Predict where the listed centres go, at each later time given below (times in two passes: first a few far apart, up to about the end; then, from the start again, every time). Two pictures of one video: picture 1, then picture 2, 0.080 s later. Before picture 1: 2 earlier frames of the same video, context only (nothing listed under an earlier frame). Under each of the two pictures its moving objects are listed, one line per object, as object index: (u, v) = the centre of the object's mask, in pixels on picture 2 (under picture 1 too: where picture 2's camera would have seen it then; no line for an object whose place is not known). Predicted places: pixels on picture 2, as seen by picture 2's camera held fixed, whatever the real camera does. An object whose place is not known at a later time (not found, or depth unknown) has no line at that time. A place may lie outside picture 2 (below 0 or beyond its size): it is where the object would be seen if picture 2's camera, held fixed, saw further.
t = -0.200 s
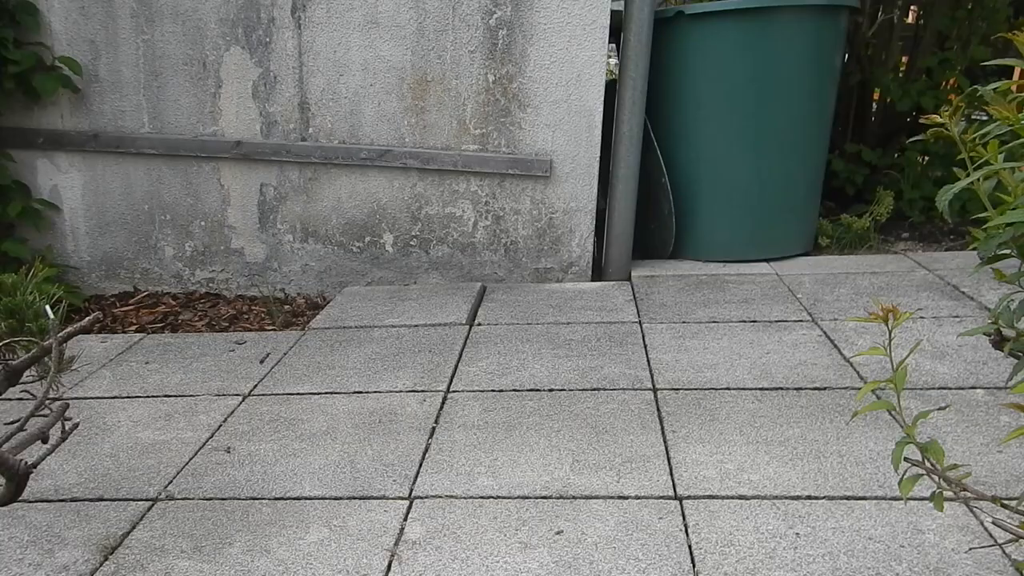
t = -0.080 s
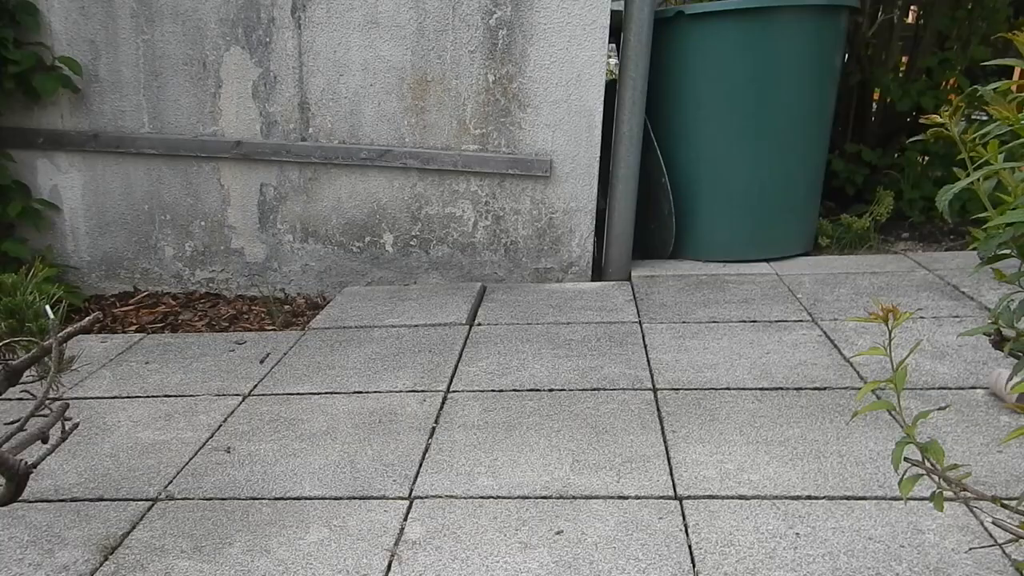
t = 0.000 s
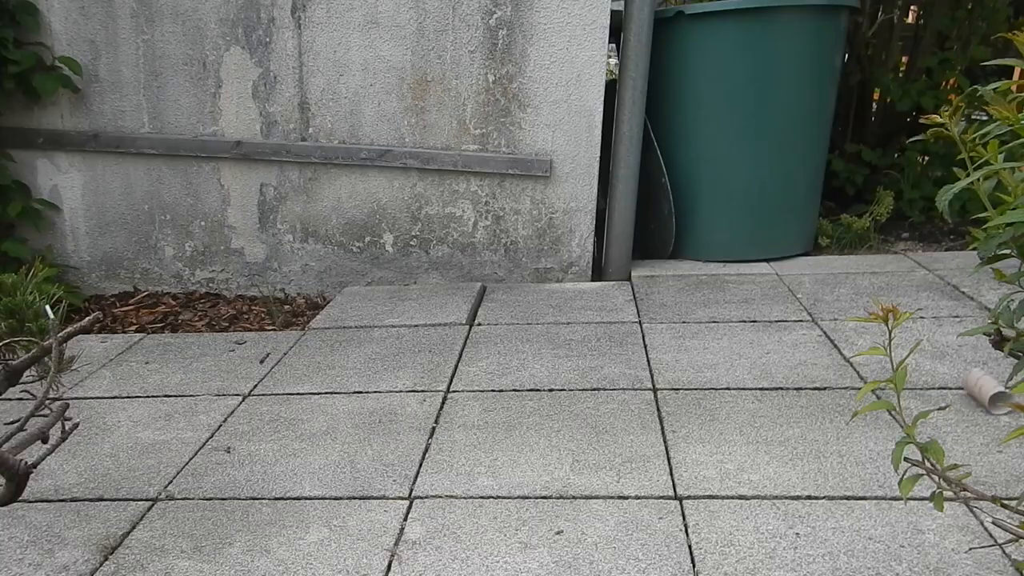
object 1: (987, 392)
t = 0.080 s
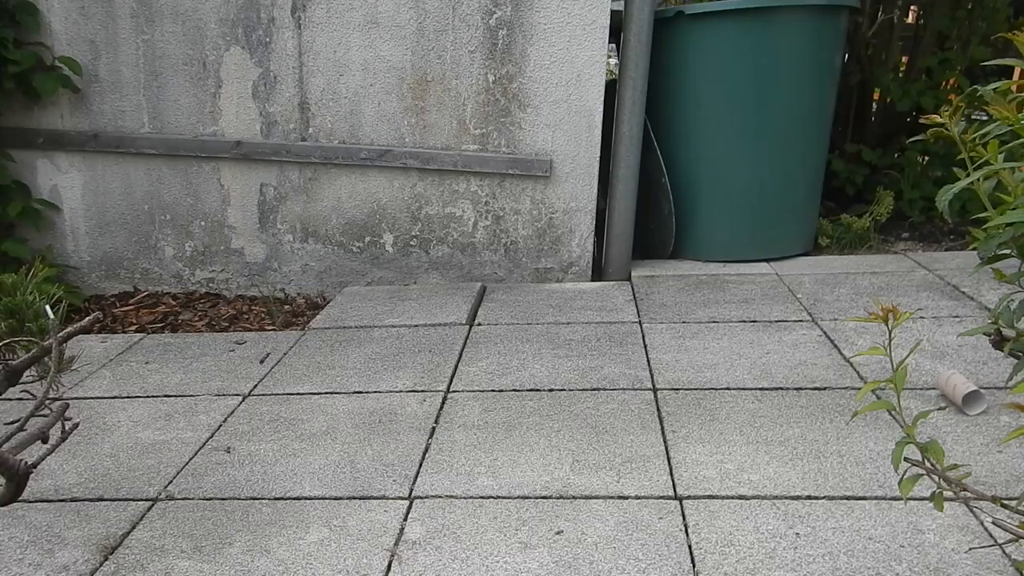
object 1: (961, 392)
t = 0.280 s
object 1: (899, 398)
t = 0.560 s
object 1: (805, 397)
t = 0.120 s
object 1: (949, 392)
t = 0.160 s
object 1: (935, 392)
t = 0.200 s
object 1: (924, 393)
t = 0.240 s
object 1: (915, 397)
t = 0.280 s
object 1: (899, 398)
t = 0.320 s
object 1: (879, 389)
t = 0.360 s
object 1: (863, 387)
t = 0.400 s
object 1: (852, 390)
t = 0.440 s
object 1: (840, 394)
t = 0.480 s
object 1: (831, 395)
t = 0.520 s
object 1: (818, 397)
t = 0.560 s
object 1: (805, 397)
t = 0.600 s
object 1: (792, 398)
